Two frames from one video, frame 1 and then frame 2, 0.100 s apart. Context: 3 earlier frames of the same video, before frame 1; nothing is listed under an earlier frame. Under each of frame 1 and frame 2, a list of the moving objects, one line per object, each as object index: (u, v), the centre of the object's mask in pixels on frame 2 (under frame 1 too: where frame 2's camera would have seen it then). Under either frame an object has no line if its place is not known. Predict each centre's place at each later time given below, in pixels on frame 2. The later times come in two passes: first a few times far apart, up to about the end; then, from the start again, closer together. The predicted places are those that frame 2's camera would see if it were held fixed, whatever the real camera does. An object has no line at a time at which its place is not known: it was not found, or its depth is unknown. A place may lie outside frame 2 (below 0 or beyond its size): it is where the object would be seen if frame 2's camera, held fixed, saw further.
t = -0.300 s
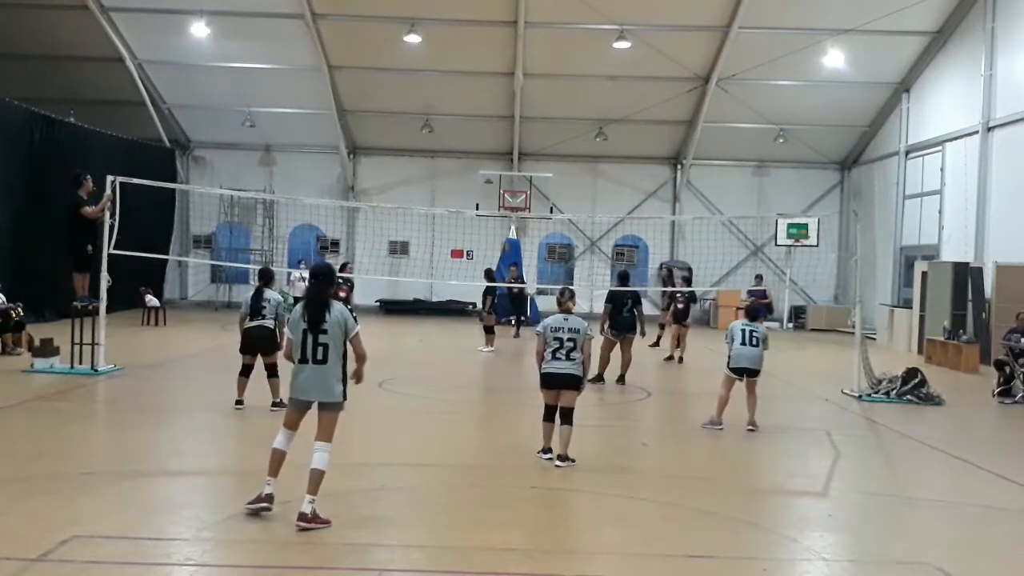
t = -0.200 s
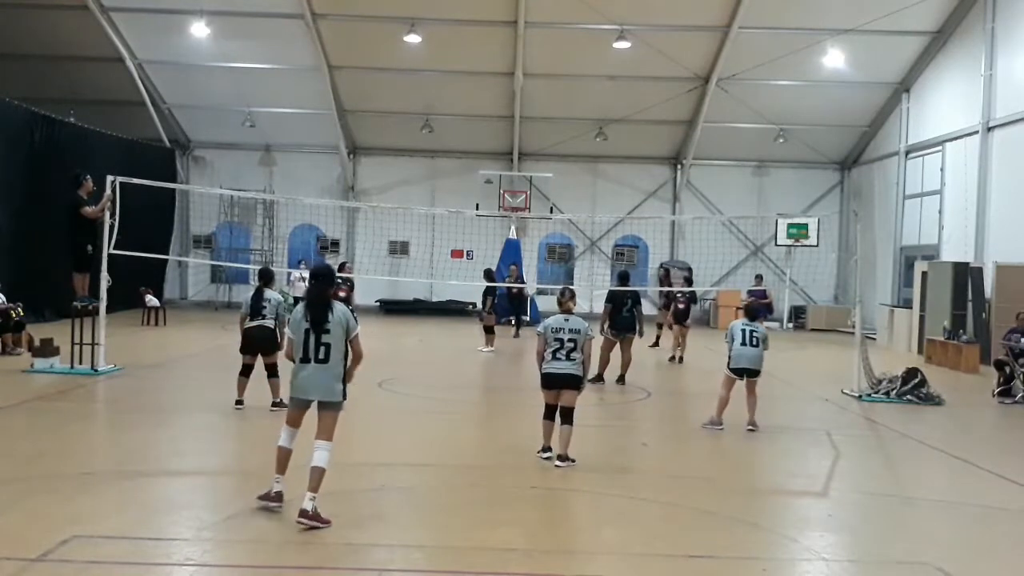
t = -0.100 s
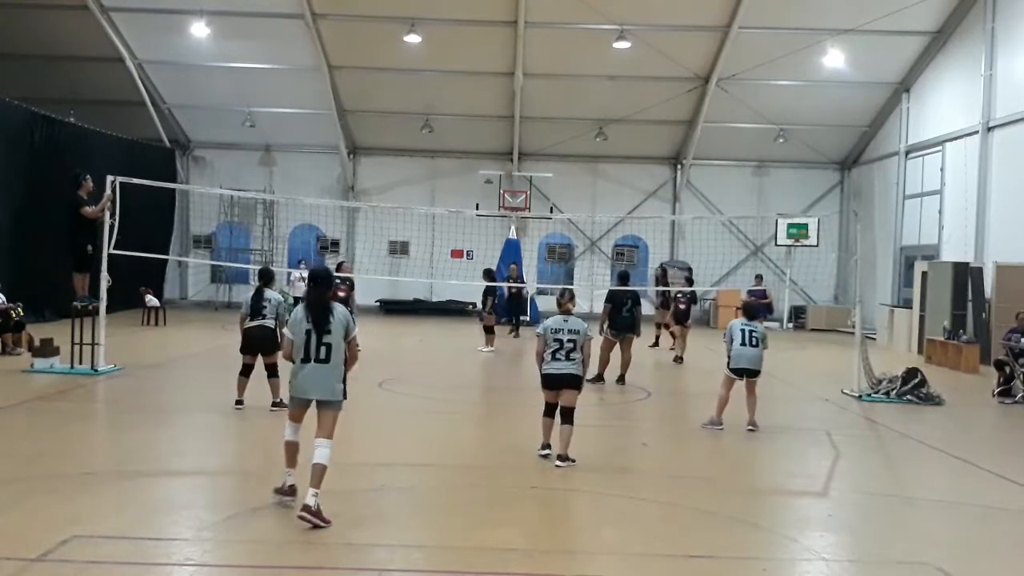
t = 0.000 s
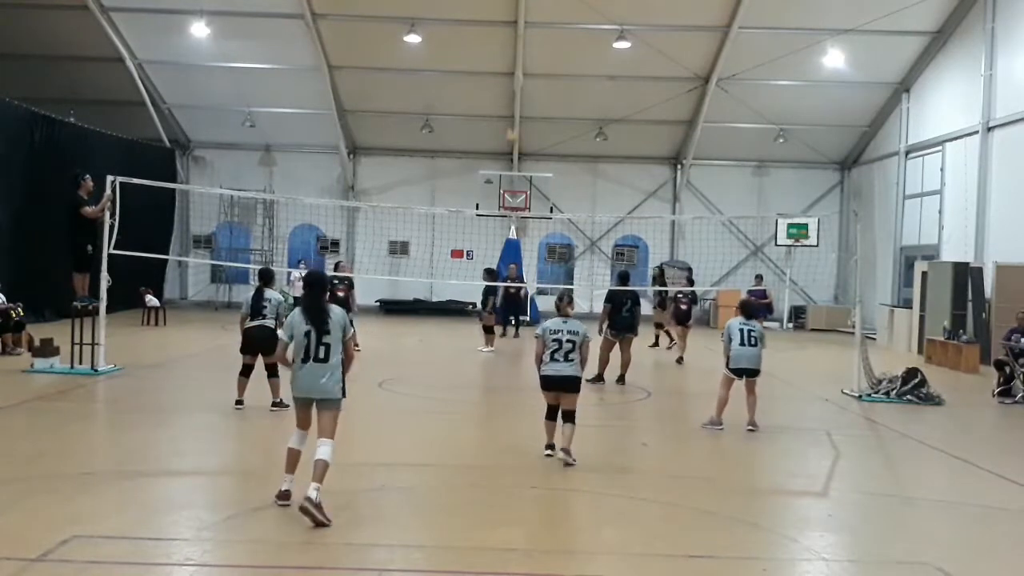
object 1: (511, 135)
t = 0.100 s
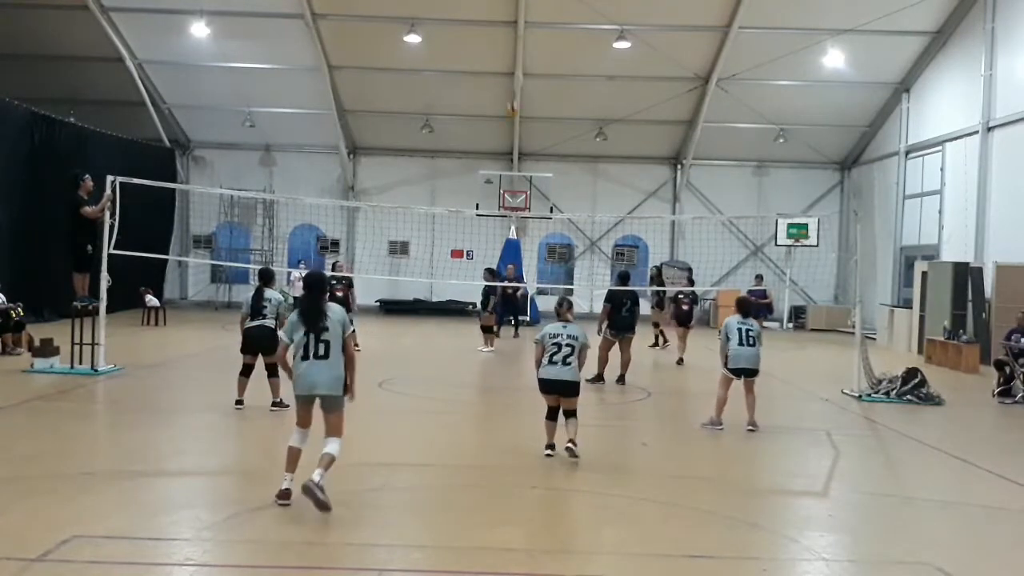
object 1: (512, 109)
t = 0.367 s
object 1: (510, 55)
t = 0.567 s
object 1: (507, 40)
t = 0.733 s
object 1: (502, 55)
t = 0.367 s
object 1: (510, 55)
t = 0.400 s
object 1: (510, 50)
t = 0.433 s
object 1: (510, 46)
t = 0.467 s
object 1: (510, 43)
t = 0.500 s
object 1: (509, 42)
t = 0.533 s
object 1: (508, 40)
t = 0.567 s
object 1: (507, 40)
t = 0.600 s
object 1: (506, 41)
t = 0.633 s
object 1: (506, 42)
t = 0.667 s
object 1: (503, 46)
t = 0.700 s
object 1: (502, 50)
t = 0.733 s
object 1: (502, 55)
